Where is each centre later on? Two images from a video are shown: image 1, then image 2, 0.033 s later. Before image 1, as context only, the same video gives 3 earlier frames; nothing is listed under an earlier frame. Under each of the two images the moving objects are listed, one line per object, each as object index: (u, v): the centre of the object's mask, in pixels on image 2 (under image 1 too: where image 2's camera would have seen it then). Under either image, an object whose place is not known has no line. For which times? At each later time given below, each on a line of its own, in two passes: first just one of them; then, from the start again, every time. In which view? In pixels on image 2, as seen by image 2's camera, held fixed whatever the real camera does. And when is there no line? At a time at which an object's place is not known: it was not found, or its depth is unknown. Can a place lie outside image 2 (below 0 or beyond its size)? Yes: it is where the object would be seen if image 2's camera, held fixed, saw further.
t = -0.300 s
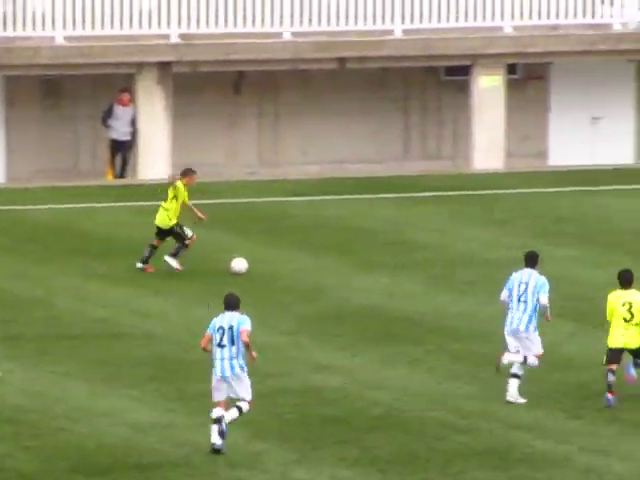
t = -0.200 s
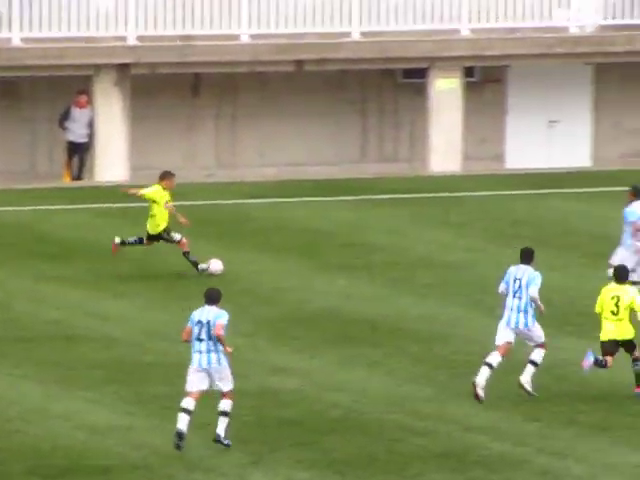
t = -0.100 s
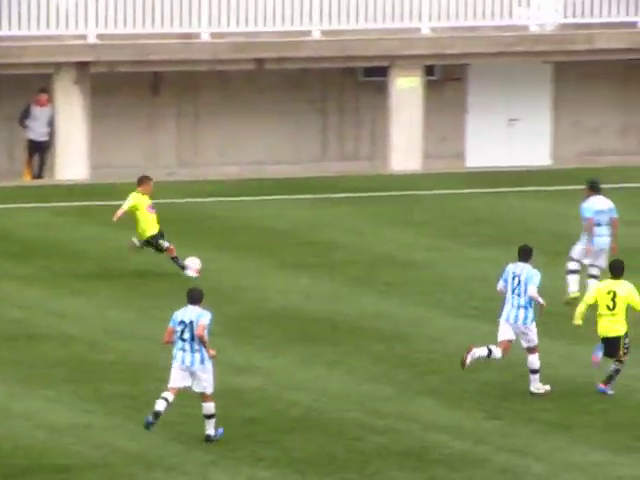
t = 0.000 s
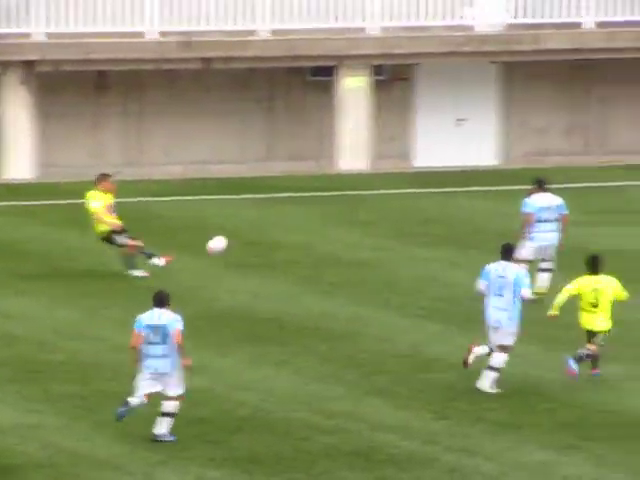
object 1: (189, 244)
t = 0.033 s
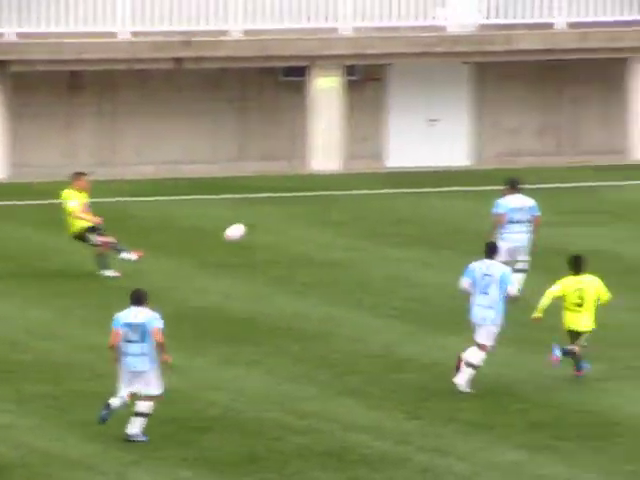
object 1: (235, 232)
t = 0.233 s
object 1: (505, 160)
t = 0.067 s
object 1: (280, 219)
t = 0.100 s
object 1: (325, 207)
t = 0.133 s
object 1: (371, 196)
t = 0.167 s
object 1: (416, 184)
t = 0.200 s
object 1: (461, 173)
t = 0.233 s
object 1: (505, 160)
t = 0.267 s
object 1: (549, 149)
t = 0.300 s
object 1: (591, 137)
